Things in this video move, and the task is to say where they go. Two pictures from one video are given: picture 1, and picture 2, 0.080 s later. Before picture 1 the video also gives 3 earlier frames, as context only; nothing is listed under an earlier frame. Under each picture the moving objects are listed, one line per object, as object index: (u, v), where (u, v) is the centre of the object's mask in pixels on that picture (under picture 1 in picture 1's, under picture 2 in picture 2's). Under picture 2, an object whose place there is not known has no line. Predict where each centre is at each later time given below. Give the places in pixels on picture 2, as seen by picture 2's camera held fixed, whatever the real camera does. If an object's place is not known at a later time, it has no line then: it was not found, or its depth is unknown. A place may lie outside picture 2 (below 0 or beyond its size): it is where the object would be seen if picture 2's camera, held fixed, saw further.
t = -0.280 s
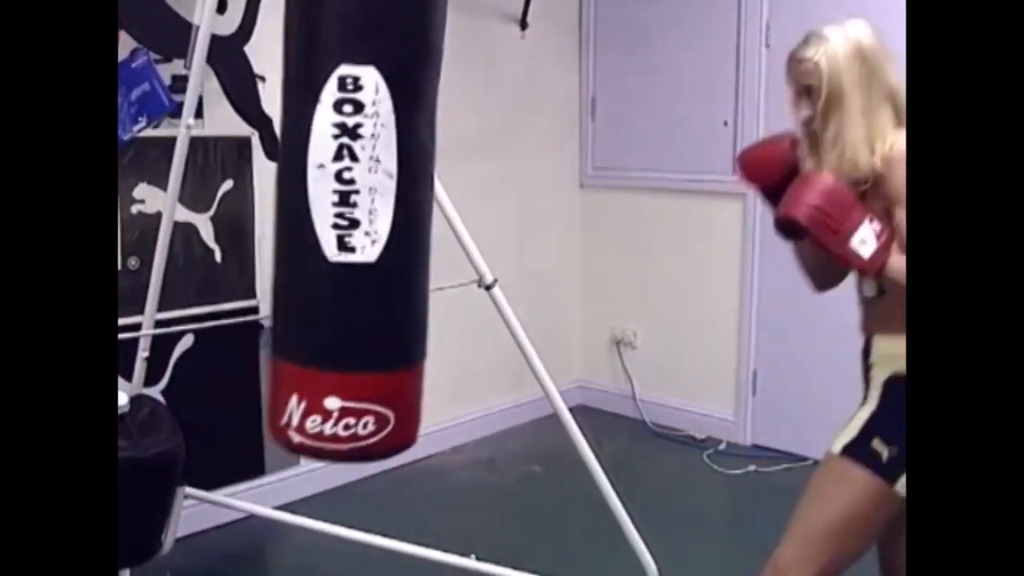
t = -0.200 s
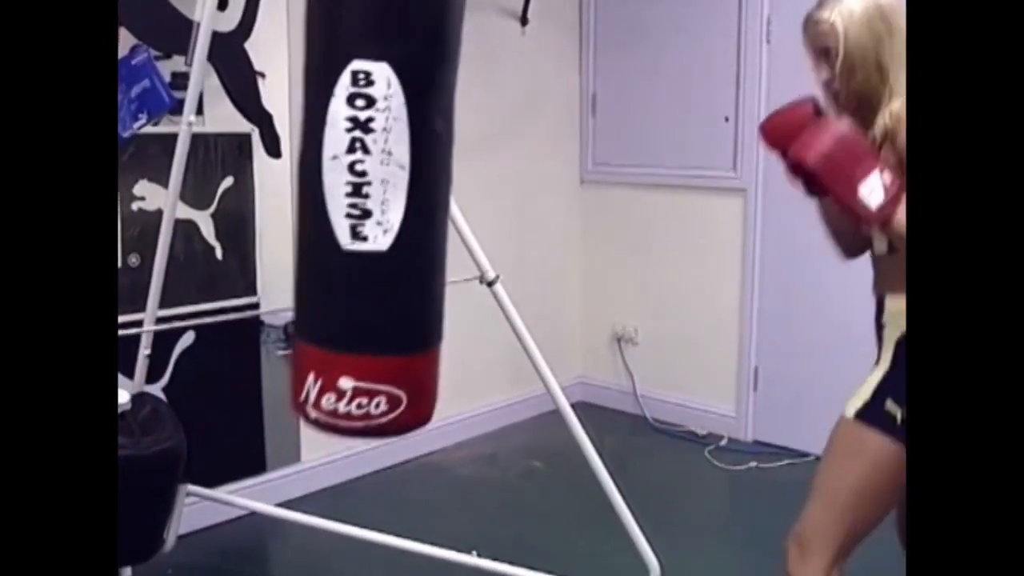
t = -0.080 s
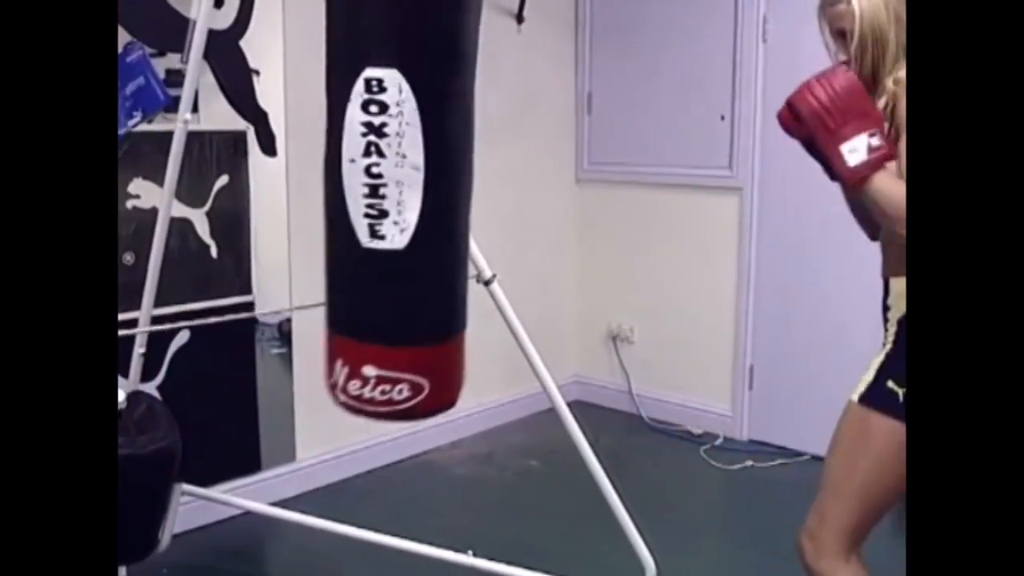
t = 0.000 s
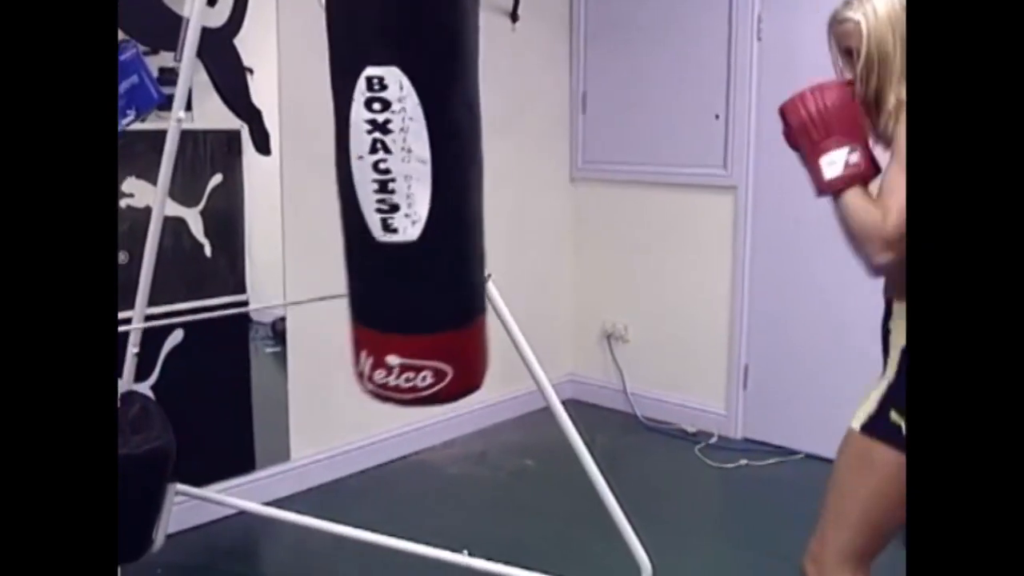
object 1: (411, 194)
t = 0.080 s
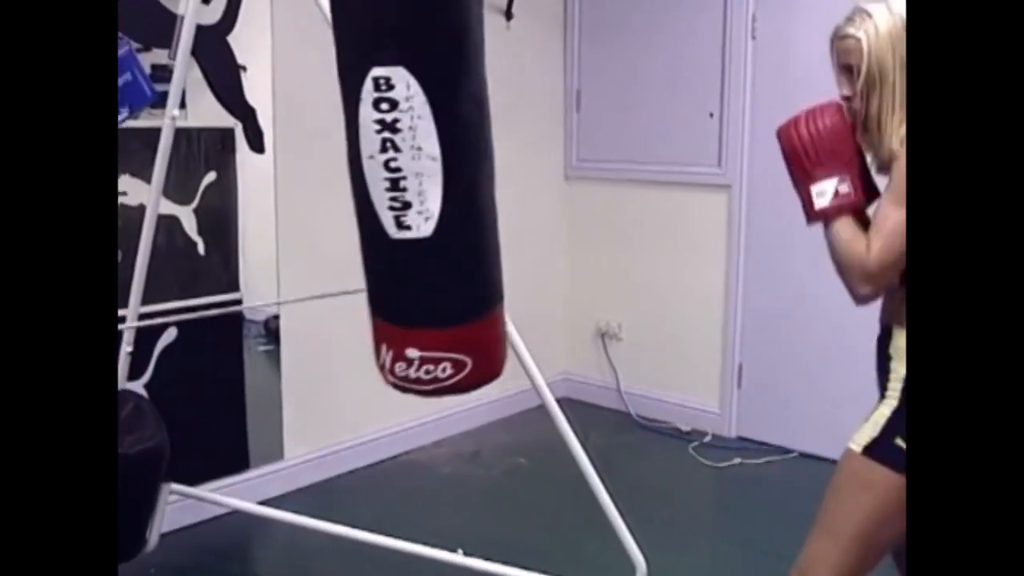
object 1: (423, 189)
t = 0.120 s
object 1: (430, 188)
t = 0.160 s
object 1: (437, 188)
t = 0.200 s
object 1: (443, 188)
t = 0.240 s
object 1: (448, 189)
